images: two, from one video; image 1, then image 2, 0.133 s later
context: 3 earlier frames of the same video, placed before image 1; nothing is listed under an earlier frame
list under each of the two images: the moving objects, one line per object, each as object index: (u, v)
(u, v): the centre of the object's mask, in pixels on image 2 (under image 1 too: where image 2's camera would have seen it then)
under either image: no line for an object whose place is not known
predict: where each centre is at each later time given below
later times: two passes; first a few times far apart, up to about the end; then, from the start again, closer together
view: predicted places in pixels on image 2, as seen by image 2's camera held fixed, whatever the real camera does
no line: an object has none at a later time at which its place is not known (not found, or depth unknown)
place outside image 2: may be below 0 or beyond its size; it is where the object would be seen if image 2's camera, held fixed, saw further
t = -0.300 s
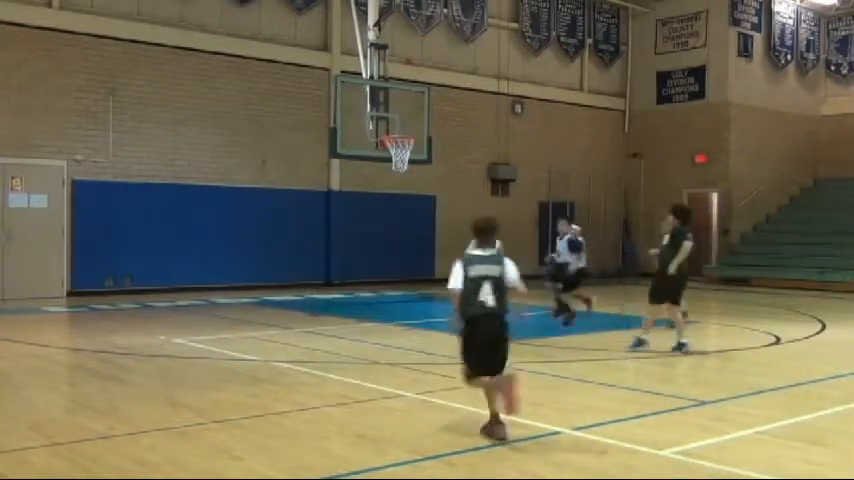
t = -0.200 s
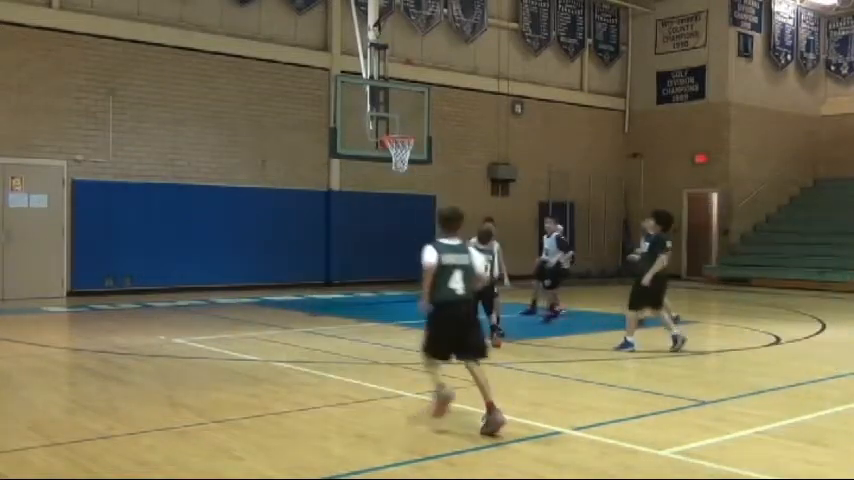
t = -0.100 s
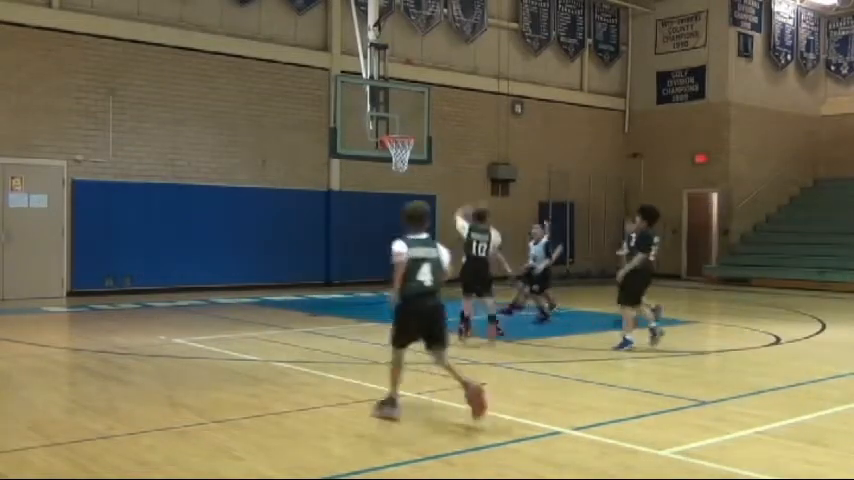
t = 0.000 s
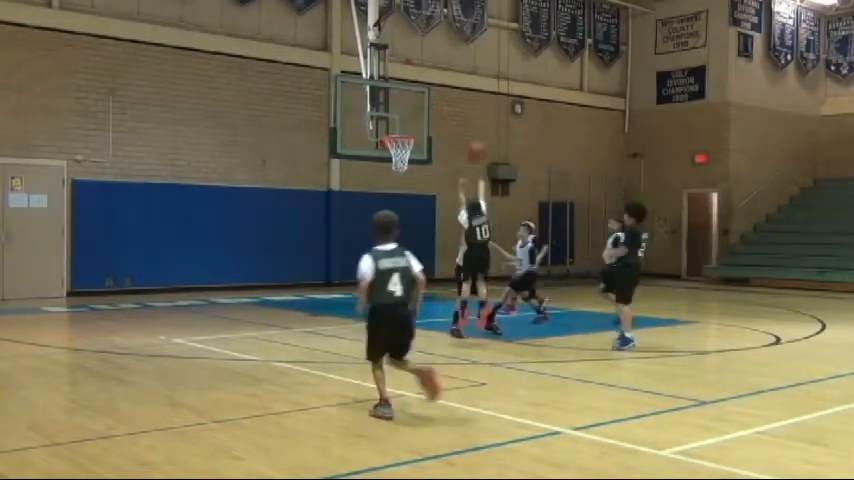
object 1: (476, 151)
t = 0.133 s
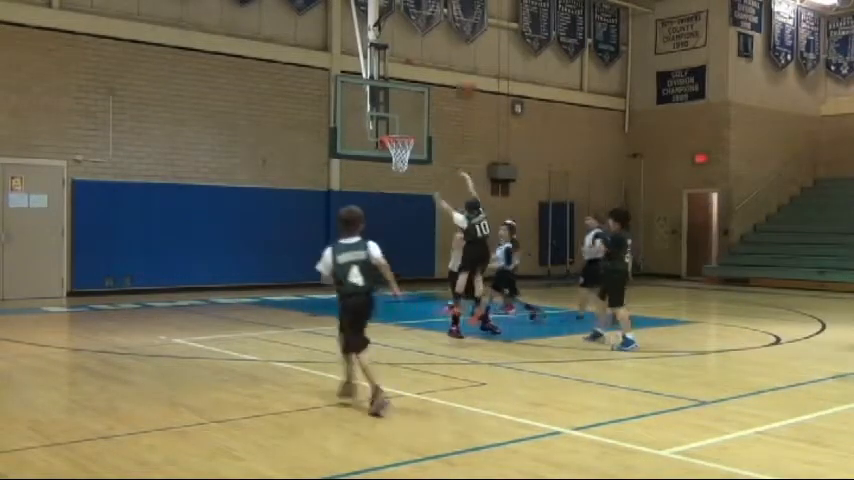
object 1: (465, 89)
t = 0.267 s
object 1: (455, 45)
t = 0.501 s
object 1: (439, 11)
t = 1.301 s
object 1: (392, 154)
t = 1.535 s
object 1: (392, 154)
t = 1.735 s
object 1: (399, 173)
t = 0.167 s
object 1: (462, 76)
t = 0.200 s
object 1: (459, 67)
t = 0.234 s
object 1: (456, 56)
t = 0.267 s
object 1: (455, 45)
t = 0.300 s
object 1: (453, 38)
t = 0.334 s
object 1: (452, 31)
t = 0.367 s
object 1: (448, 25)
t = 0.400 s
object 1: (445, 19)
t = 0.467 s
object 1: (439, 12)
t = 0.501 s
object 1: (439, 11)
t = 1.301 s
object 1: (392, 154)
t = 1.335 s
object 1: (393, 156)
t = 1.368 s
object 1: (394, 152)
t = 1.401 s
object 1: (395, 150)
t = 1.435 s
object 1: (395, 150)
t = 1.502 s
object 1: (391, 153)
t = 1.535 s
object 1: (392, 154)
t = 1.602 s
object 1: (396, 158)
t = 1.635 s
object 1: (398, 164)
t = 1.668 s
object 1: (398, 168)
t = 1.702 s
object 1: (399, 170)
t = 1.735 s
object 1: (399, 173)
